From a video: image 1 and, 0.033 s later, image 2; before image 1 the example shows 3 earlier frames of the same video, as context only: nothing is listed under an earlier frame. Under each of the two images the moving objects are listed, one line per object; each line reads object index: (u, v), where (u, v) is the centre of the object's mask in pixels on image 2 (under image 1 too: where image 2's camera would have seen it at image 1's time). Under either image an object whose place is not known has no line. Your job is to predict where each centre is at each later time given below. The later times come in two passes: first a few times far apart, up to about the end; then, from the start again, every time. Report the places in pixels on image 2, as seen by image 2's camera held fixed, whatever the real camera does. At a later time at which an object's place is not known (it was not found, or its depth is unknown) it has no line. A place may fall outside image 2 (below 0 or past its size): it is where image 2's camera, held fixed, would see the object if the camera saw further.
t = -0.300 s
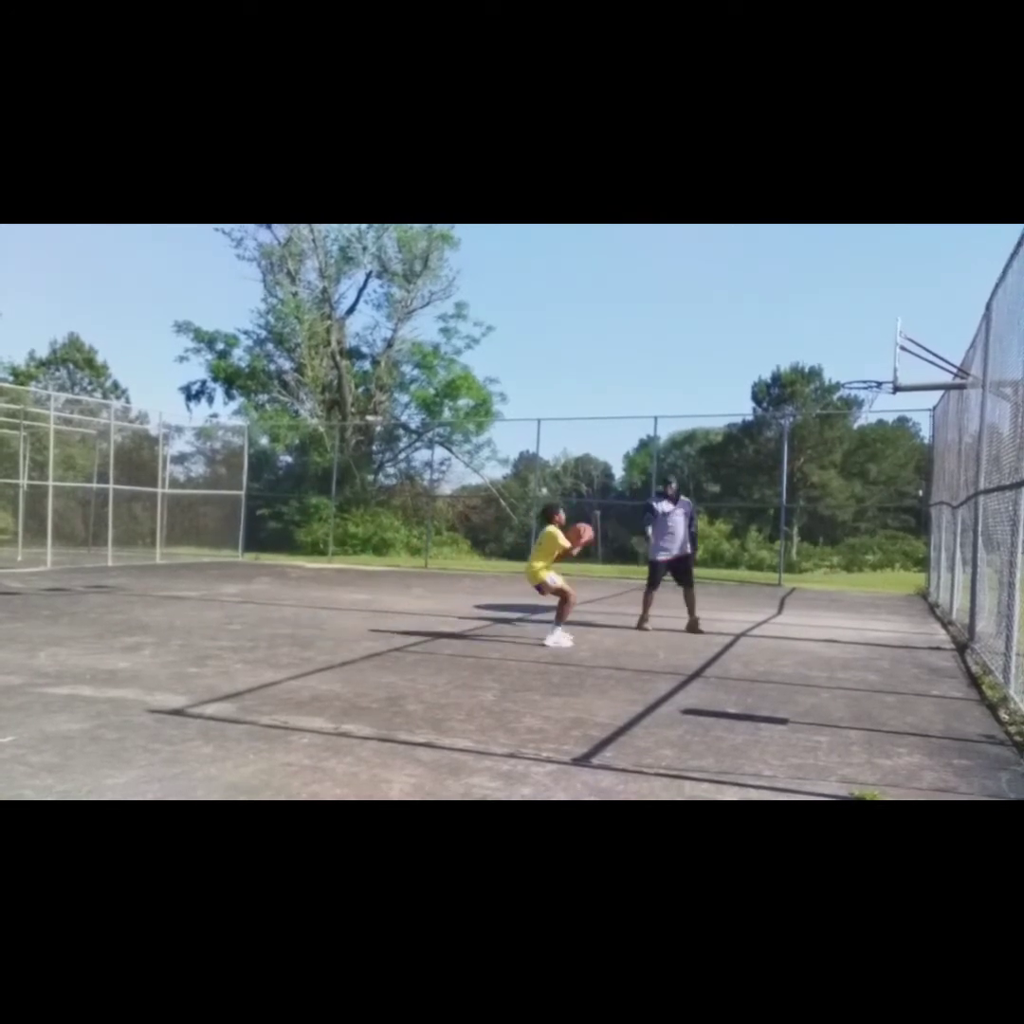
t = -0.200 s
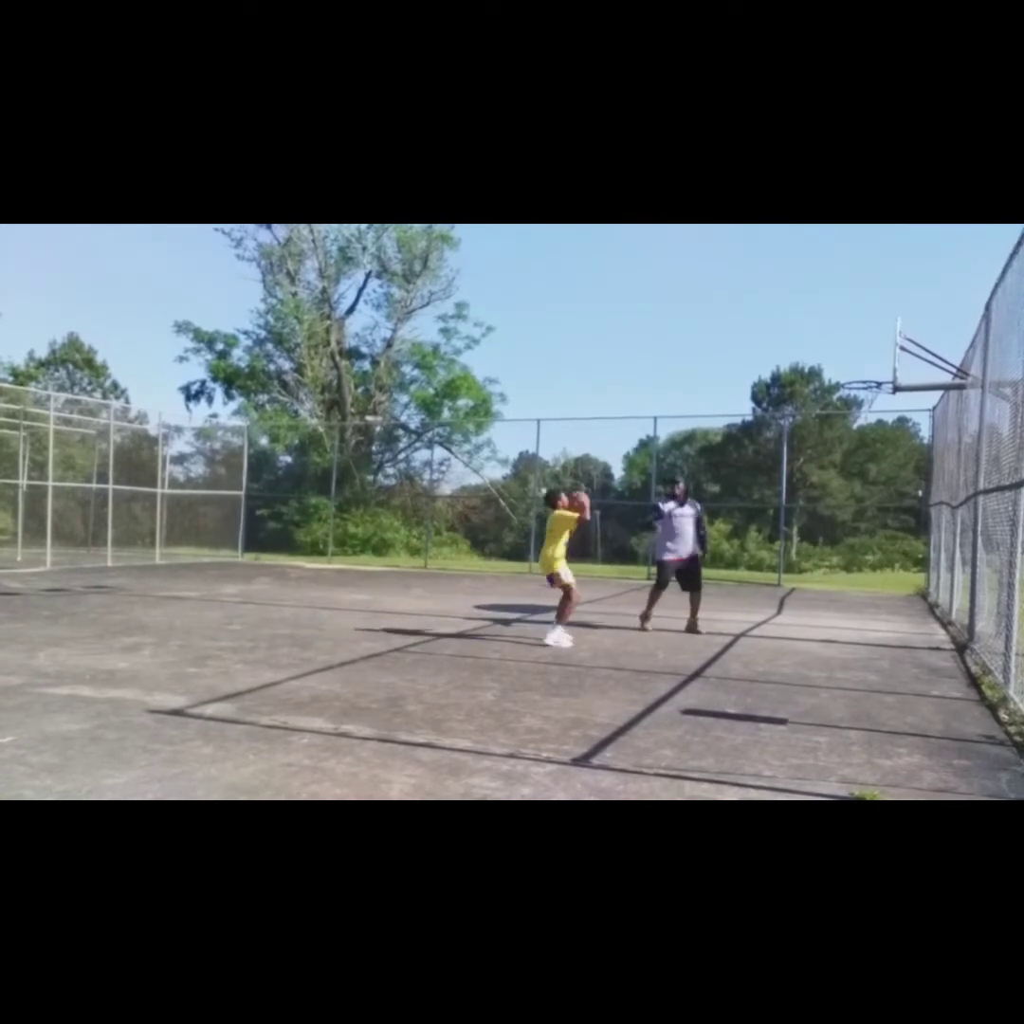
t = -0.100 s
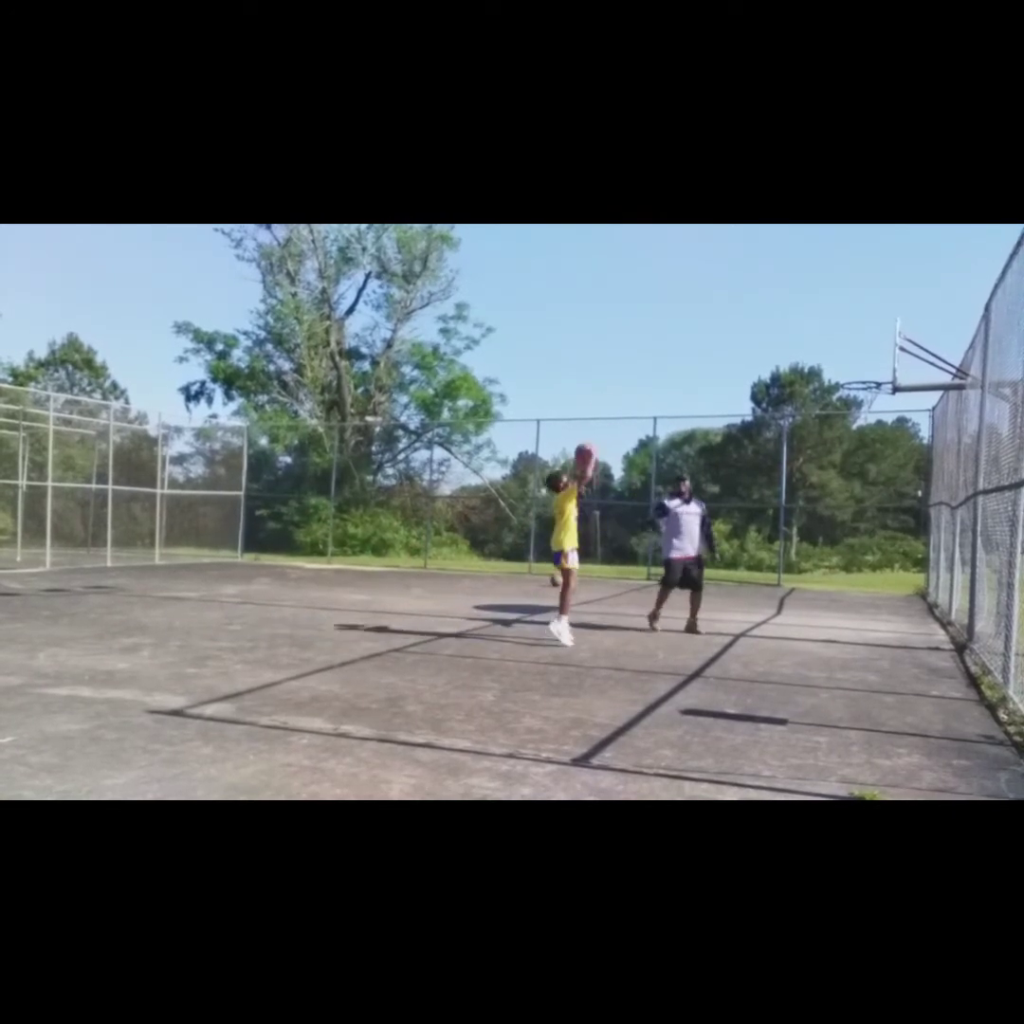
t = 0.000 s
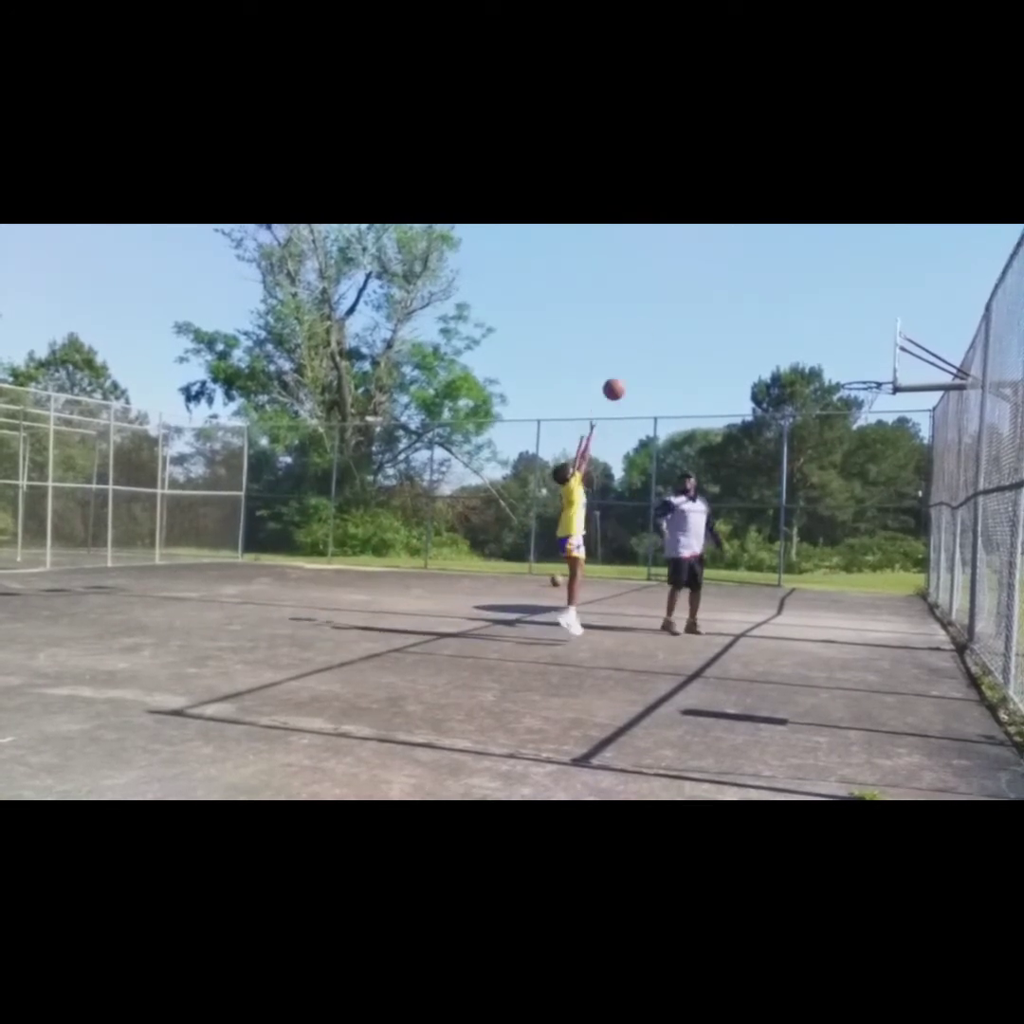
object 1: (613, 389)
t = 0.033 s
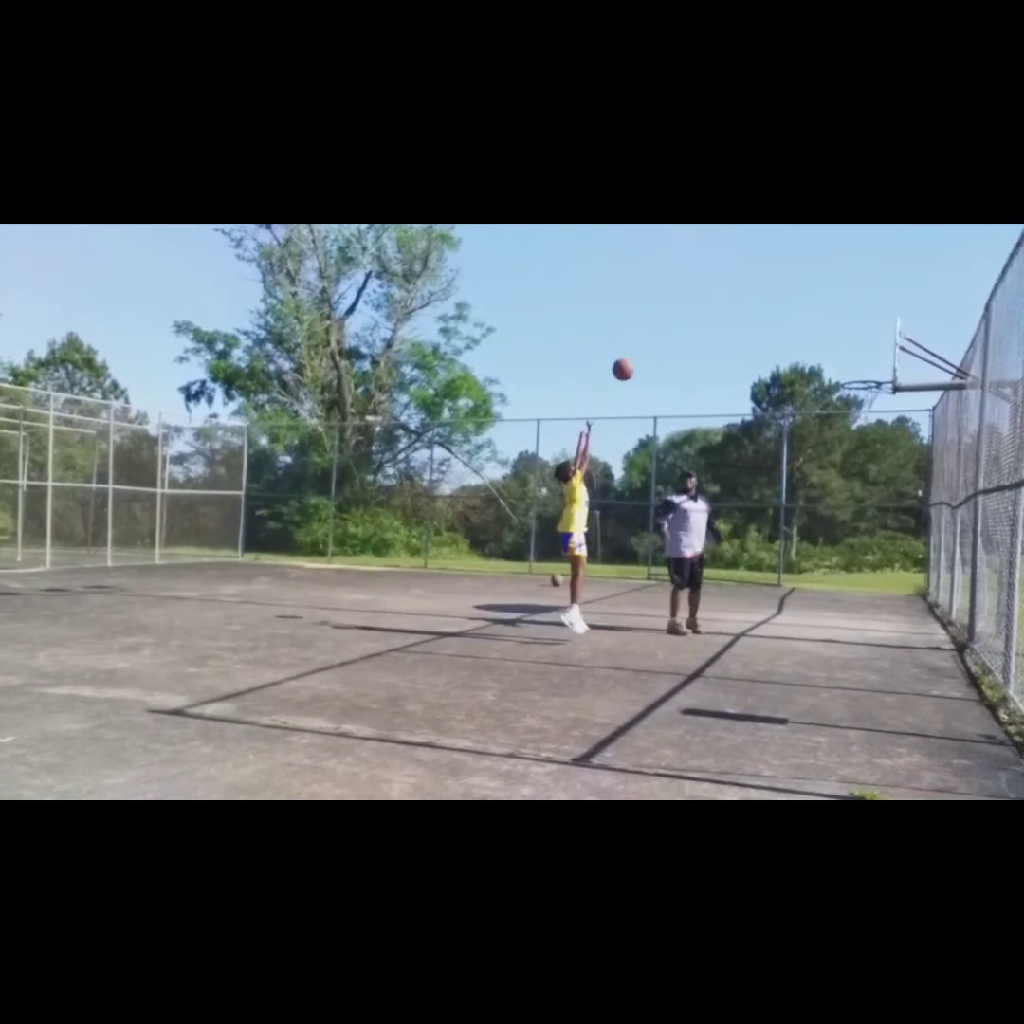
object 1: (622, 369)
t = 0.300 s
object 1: (692, 259)
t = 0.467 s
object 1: (730, 230)
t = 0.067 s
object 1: (632, 351)
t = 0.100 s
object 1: (641, 335)
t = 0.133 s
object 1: (650, 319)
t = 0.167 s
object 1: (658, 305)
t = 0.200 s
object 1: (666, 292)
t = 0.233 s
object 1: (675, 280)
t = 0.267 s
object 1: (683, 269)
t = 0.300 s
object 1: (692, 259)
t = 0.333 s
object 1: (700, 251)
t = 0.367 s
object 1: (707, 243)
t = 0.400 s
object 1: (715, 237)
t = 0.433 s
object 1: (722, 233)
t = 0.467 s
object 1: (730, 230)
